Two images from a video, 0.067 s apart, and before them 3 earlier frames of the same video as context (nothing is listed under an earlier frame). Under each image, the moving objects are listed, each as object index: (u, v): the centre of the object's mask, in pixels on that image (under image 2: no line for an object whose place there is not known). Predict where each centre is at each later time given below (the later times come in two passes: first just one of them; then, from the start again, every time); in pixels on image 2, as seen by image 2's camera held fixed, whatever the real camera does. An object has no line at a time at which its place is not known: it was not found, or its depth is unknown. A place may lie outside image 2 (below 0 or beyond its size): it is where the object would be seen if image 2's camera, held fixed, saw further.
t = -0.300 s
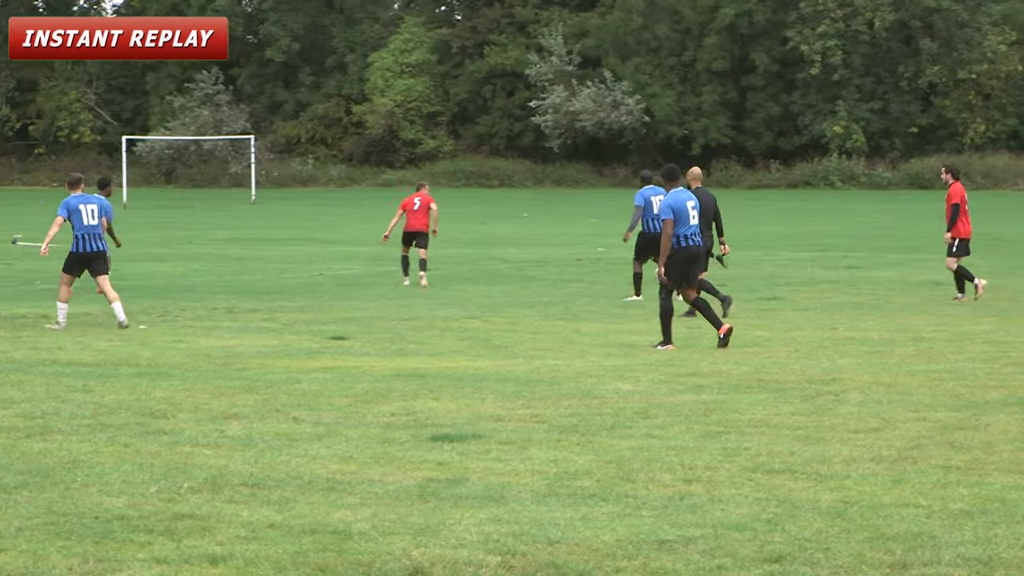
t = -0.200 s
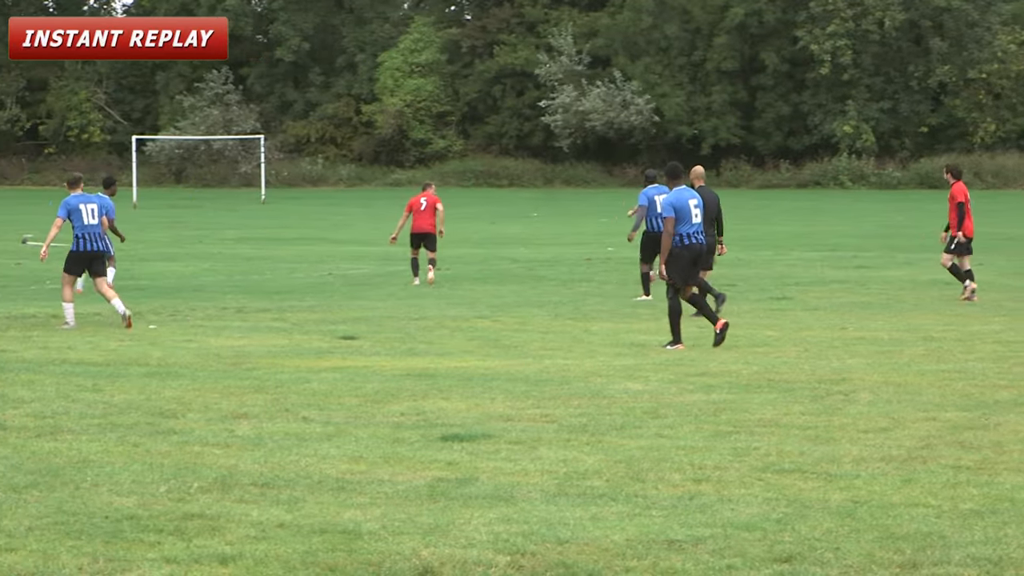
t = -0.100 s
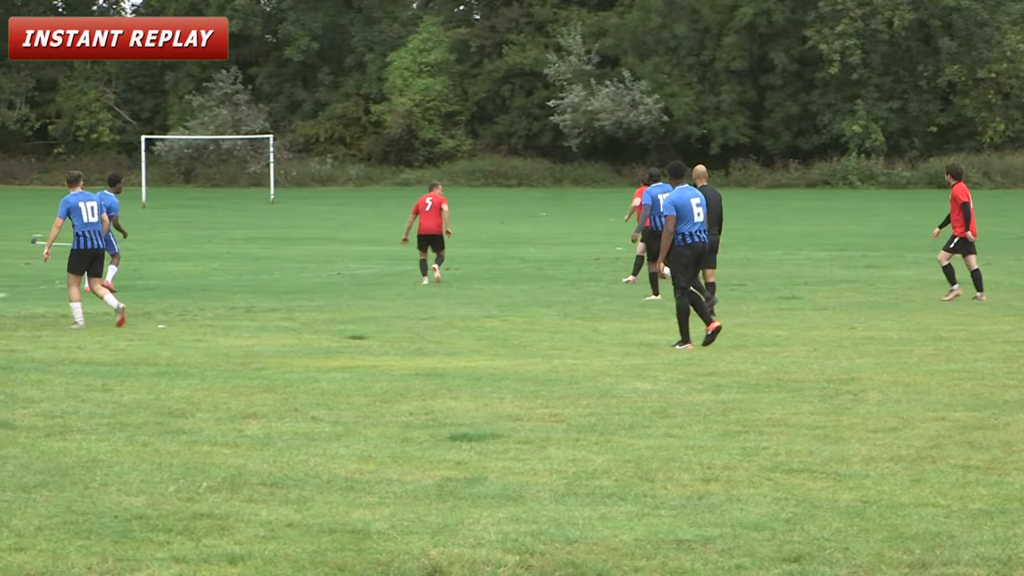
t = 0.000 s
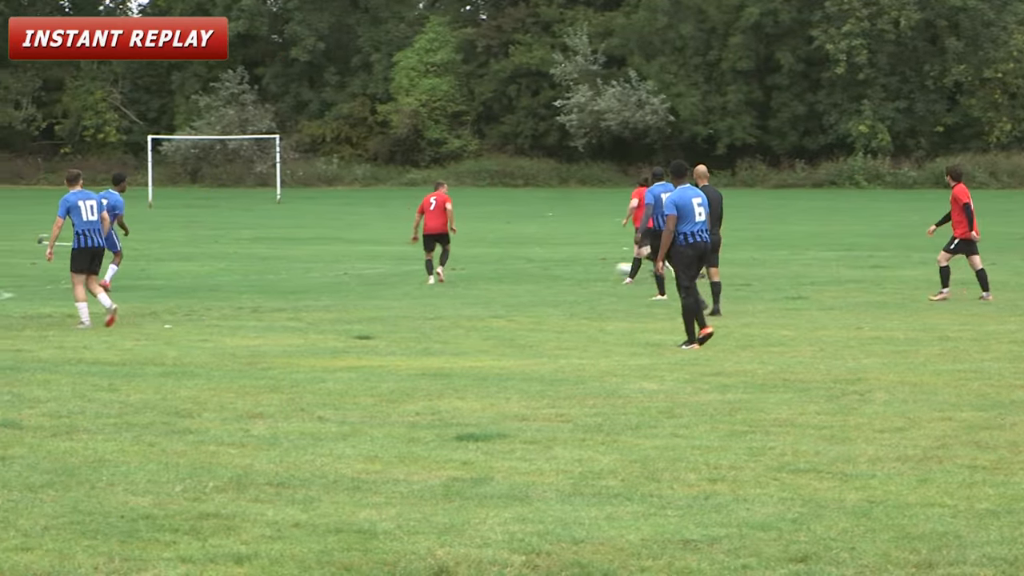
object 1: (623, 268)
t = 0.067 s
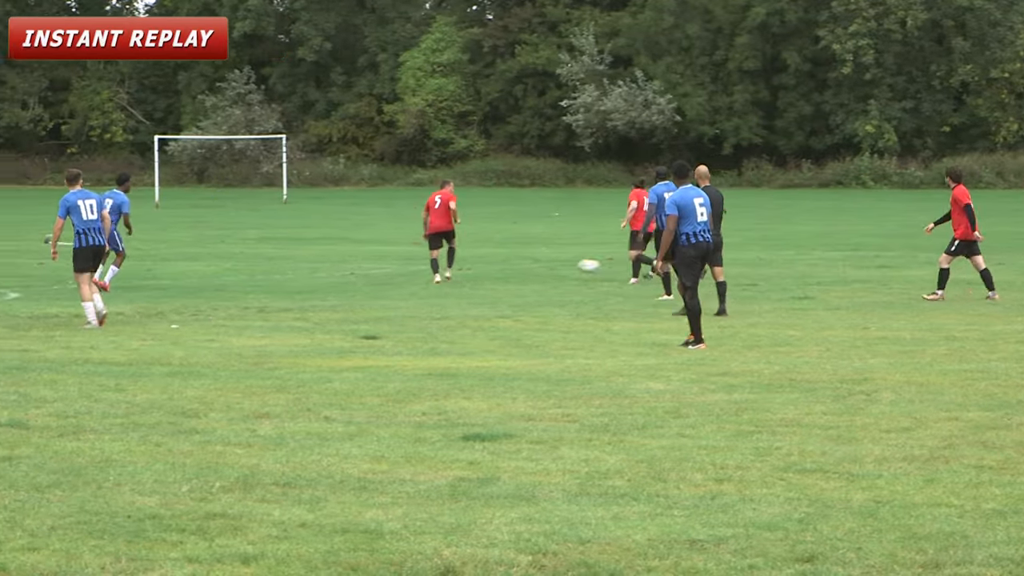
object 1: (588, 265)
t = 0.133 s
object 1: (561, 264)
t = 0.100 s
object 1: (574, 265)
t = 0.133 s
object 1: (561, 264)
